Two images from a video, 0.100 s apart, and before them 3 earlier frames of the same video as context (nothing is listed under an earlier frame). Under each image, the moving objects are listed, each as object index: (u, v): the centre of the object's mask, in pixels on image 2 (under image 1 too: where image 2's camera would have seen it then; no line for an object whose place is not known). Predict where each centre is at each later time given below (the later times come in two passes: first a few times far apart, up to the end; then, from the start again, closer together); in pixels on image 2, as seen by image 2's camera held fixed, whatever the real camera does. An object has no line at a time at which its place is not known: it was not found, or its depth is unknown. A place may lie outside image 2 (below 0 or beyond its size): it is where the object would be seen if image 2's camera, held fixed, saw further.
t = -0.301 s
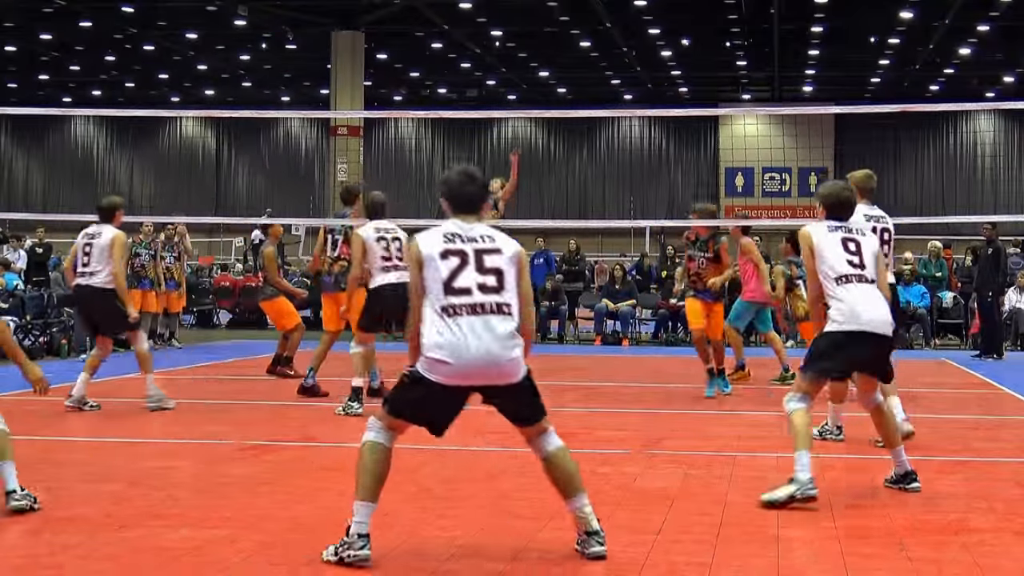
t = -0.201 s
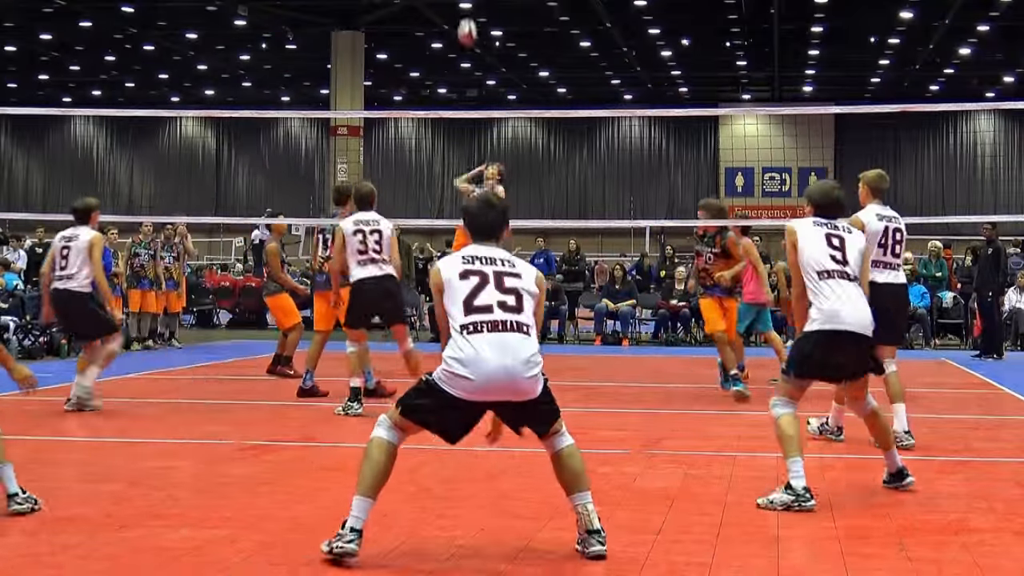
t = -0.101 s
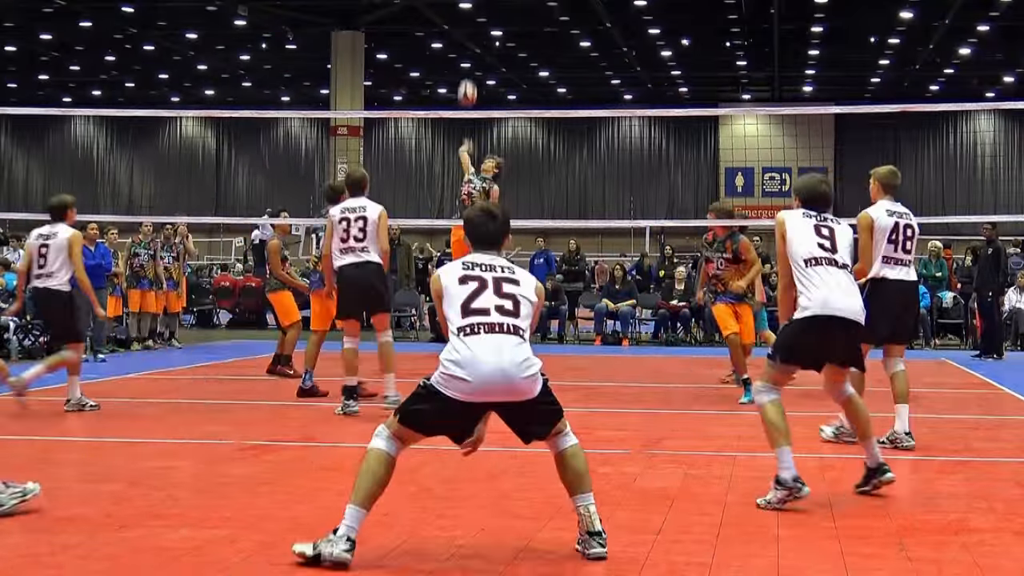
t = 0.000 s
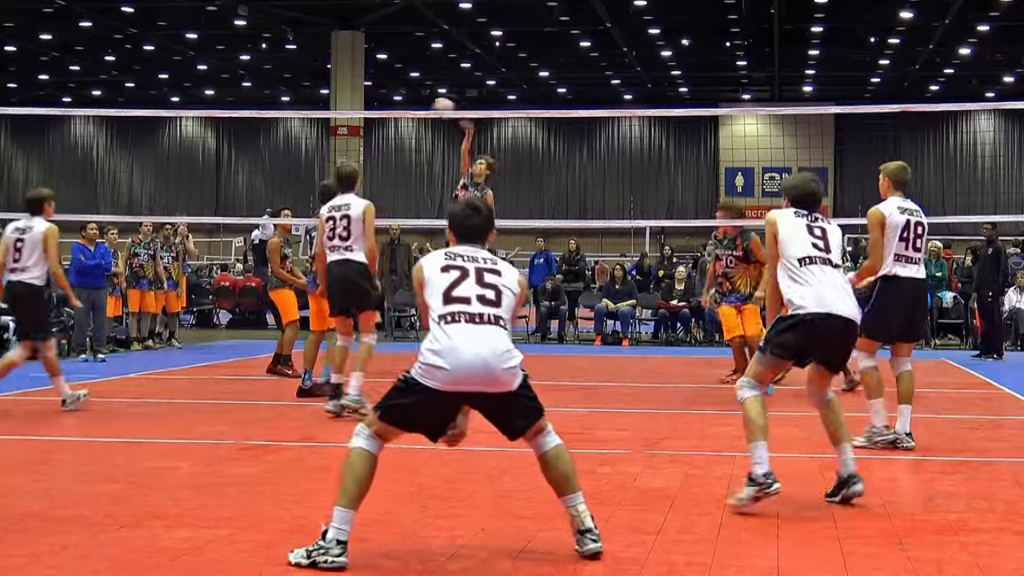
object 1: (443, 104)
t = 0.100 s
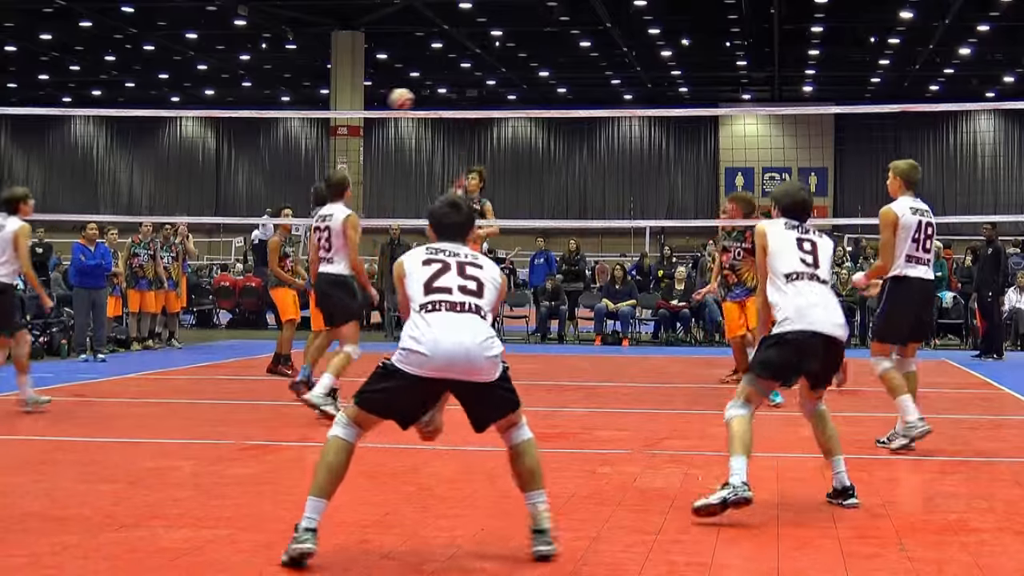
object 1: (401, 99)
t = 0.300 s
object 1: (307, 92)
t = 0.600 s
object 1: (153, 120)
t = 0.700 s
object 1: (89, 168)
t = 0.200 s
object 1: (352, 100)
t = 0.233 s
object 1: (335, 103)
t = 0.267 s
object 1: (321, 97)
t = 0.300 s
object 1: (307, 92)
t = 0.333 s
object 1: (293, 88)
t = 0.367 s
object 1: (277, 86)
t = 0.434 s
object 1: (245, 87)
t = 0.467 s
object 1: (229, 89)
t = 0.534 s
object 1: (193, 100)
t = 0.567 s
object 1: (174, 109)
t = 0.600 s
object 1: (153, 120)
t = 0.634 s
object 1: (133, 134)
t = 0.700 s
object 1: (89, 168)
